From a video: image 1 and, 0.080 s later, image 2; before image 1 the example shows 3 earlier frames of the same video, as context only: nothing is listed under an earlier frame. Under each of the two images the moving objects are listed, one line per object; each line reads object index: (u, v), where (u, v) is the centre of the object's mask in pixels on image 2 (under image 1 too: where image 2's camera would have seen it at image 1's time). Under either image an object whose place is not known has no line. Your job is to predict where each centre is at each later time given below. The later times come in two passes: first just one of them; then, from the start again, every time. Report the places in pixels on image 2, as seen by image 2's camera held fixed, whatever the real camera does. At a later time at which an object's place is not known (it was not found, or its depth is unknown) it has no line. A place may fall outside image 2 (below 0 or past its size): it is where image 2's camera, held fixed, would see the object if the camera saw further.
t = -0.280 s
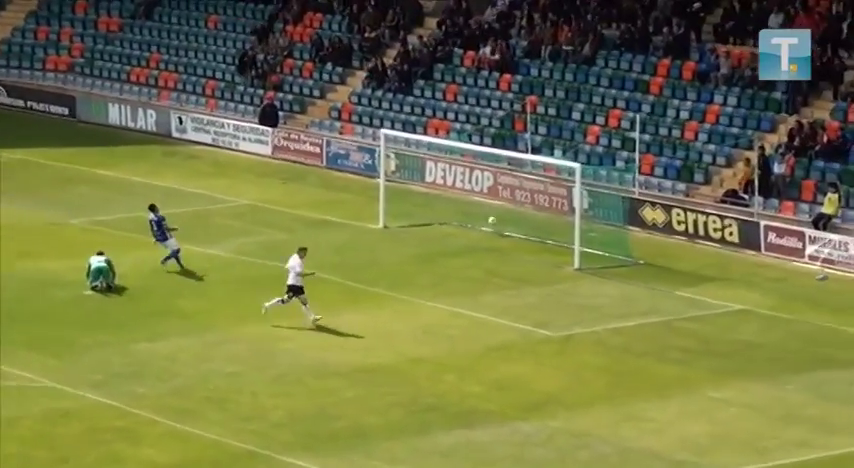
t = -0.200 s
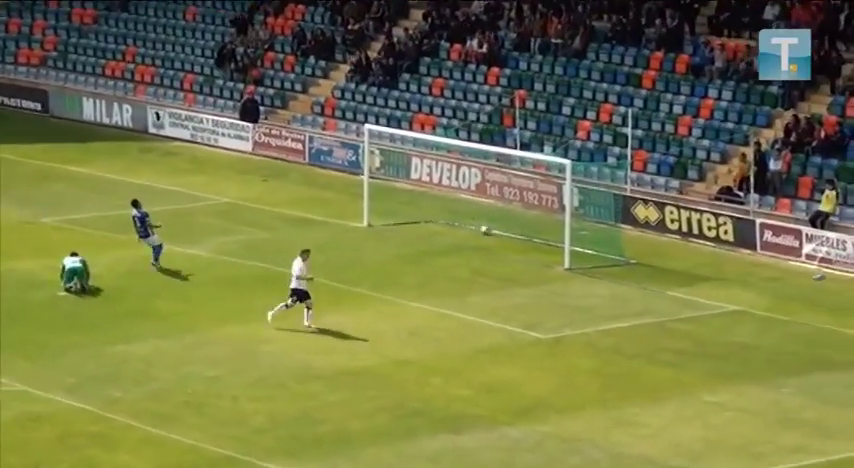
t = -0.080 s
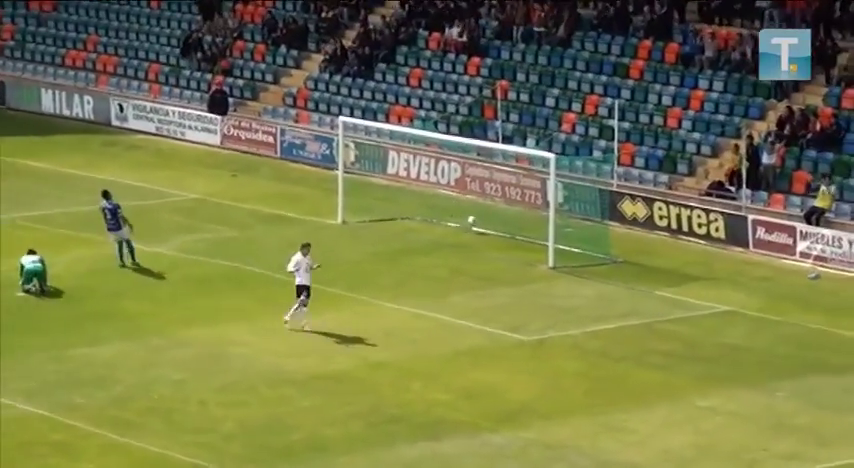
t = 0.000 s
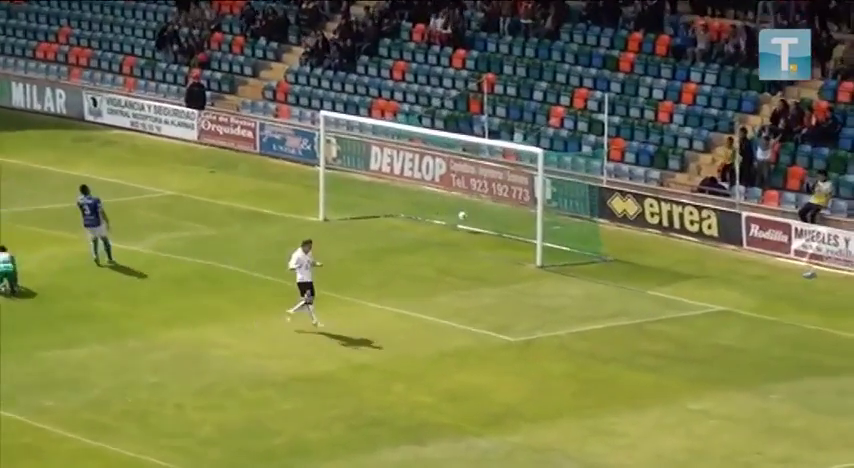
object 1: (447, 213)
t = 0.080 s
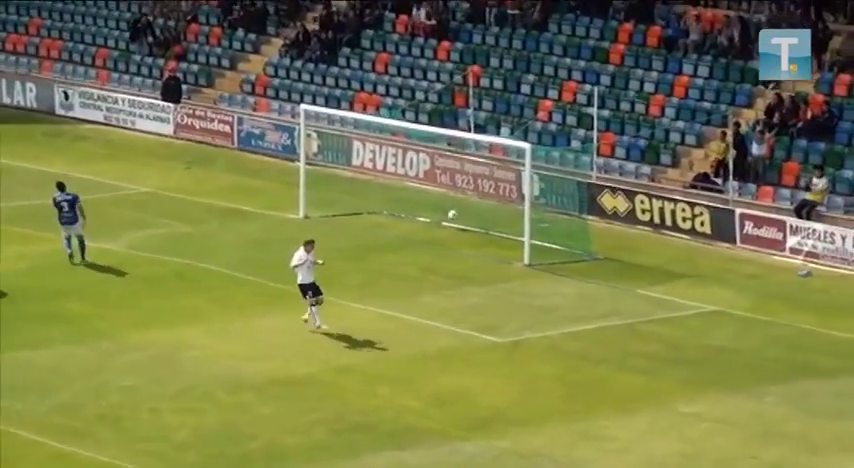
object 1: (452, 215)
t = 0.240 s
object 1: (462, 224)
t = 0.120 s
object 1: (454, 216)
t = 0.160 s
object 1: (457, 219)
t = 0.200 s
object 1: (461, 224)
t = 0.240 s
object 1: (462, 224)
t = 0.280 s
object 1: (463, 225)
